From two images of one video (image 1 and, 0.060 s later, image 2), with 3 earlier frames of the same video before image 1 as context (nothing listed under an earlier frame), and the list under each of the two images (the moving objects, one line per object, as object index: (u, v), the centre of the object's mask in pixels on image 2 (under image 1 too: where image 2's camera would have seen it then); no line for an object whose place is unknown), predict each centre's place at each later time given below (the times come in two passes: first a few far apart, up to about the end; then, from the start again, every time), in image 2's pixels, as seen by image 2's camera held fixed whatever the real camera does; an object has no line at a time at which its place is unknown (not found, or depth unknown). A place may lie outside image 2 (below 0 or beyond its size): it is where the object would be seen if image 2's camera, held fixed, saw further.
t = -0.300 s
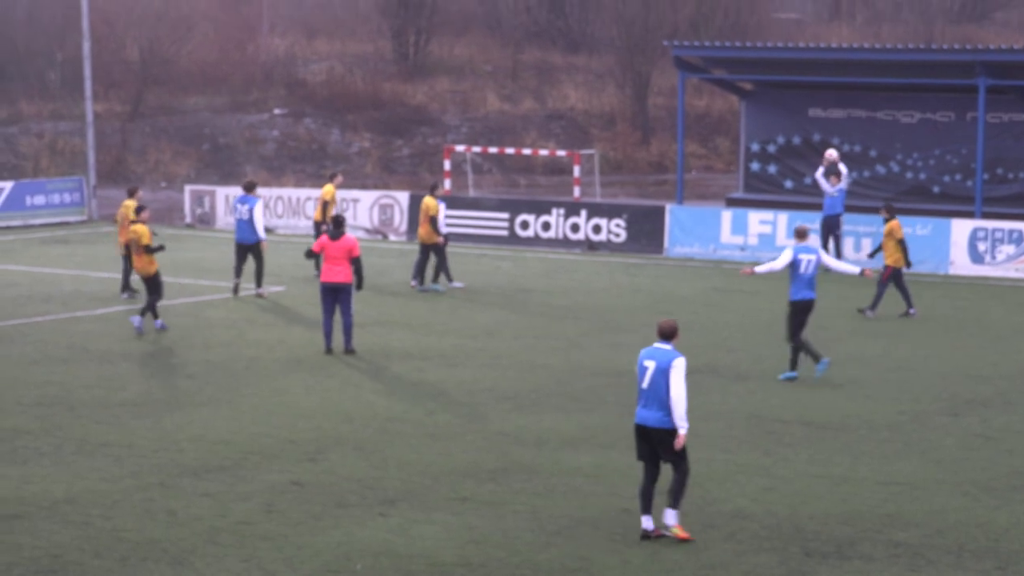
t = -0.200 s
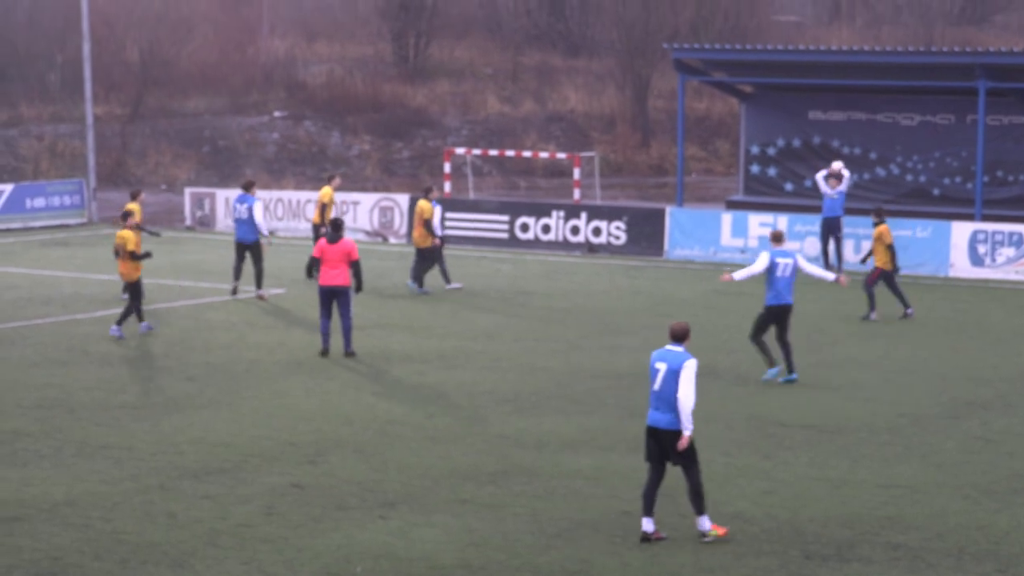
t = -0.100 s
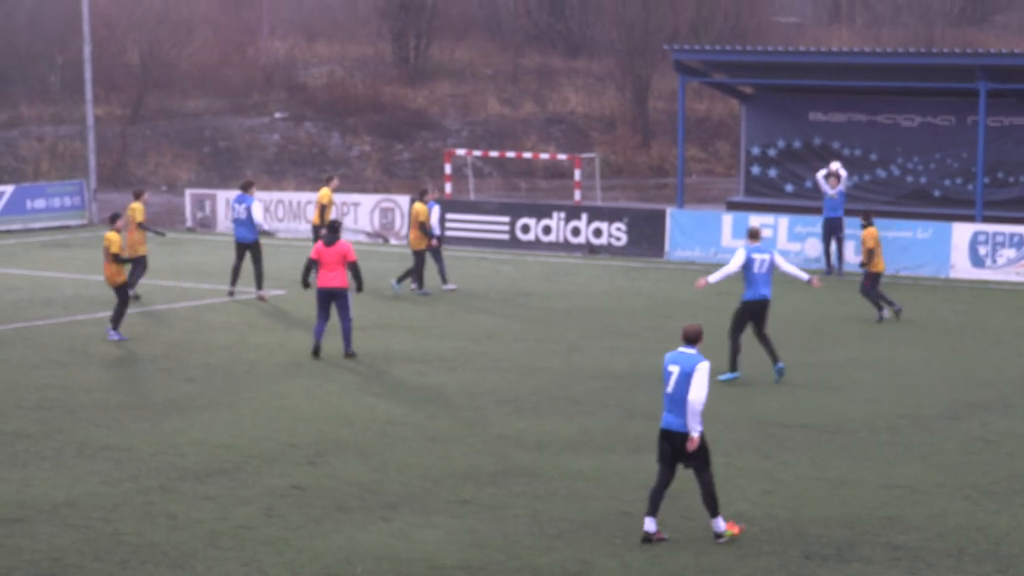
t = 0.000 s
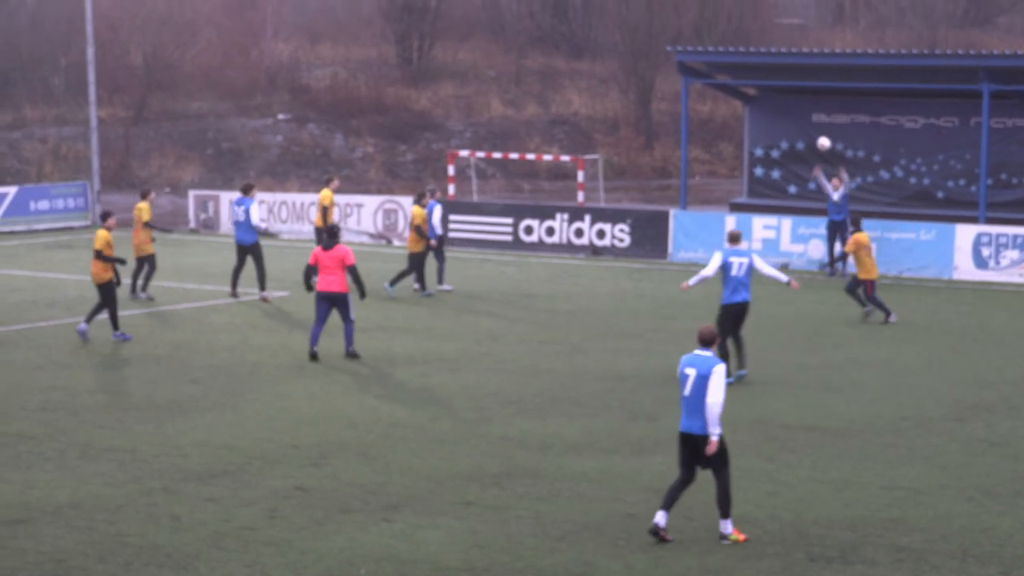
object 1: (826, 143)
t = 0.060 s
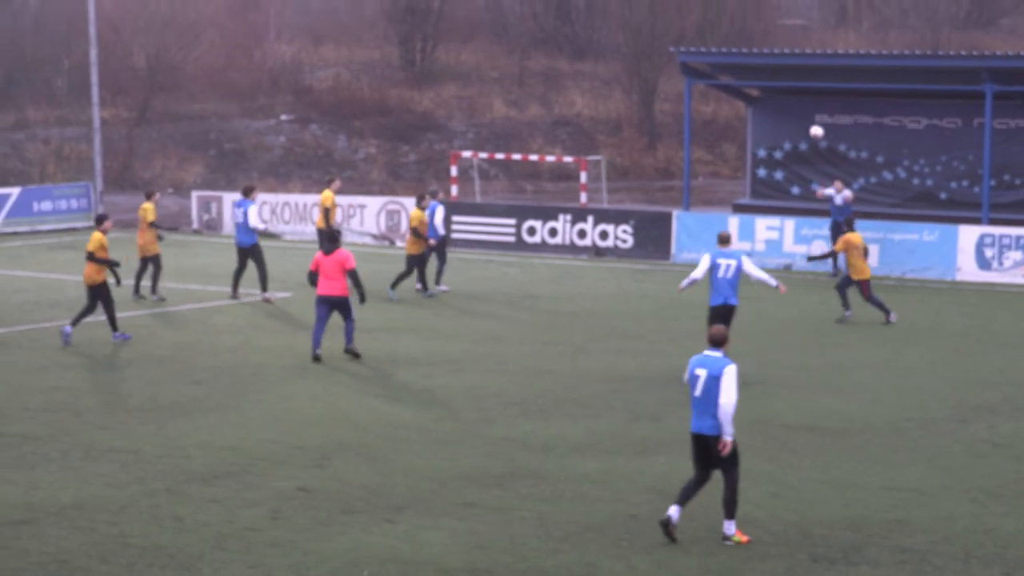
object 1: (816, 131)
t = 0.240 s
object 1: (784, 104)
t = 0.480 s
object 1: (737, 97)
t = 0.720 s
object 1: (688, 132)
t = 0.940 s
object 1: (639, 205)
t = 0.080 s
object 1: (813, 127)
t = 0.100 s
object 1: (809, 123)
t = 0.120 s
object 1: (805, 119)
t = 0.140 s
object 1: (802, 116)
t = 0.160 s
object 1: (799, 113)
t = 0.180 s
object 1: (795, 110)
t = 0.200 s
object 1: (791, 108)
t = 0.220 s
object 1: (788, 106)
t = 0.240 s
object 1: (784, 104)
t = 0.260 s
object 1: (780, 102)
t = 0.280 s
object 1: (777, 100)
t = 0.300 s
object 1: (773, 99)
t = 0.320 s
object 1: (769, 97)
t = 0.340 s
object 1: (765, 96)
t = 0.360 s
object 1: (762, 95)
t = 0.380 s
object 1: (758, 95)
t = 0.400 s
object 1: (754, 94)
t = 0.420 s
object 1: (750, 95)
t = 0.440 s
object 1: (746, 95)
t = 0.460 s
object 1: (742, 96)
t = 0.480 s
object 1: (737, 97)
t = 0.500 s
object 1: (734, 98)
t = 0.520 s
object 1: (730, 99)
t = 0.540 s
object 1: (726, 101)
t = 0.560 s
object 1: (722, 103)
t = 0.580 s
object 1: (718, 105)
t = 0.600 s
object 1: (714, 108)
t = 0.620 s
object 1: (710, 111)
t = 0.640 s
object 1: (705, 115)
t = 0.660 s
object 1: (701, 119)
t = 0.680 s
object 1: (697, 123)
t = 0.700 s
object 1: (692, 127)
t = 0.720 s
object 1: (688, 132)
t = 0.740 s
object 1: (683, 137)
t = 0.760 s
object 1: (679, 142)
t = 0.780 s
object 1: (676, 148)
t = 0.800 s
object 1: (671, 154)
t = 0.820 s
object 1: (667, 160)
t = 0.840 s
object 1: (662, 167)
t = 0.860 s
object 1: (658, 173)
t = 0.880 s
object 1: (654, 181)
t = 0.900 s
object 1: (649, 188)
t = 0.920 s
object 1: (644, 195)
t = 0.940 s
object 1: (639, 205)
